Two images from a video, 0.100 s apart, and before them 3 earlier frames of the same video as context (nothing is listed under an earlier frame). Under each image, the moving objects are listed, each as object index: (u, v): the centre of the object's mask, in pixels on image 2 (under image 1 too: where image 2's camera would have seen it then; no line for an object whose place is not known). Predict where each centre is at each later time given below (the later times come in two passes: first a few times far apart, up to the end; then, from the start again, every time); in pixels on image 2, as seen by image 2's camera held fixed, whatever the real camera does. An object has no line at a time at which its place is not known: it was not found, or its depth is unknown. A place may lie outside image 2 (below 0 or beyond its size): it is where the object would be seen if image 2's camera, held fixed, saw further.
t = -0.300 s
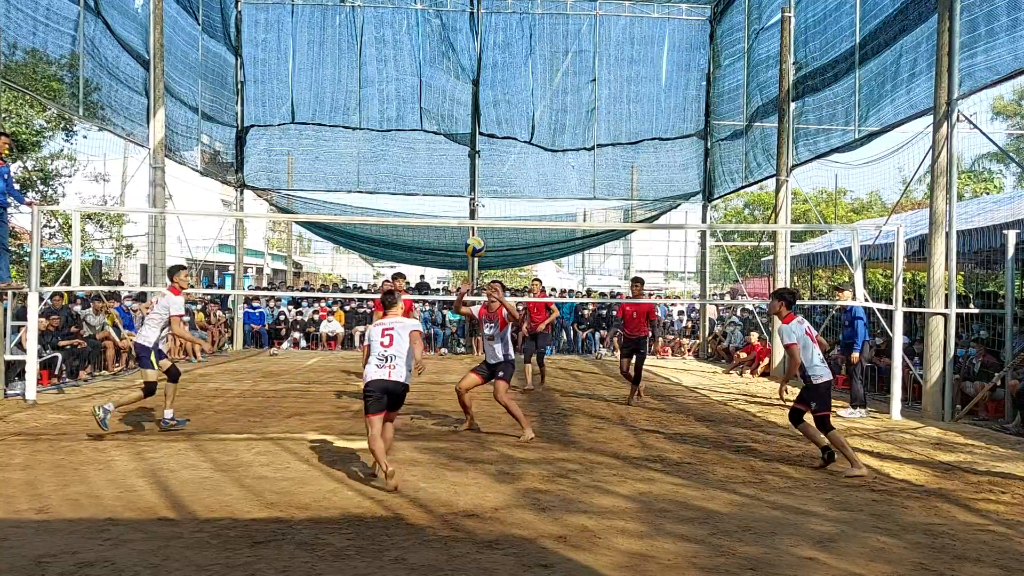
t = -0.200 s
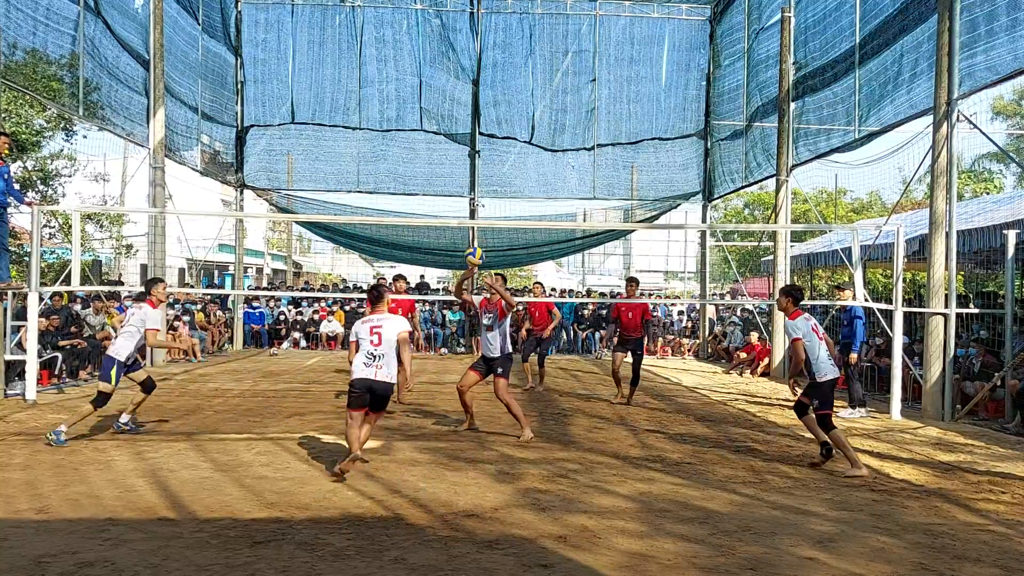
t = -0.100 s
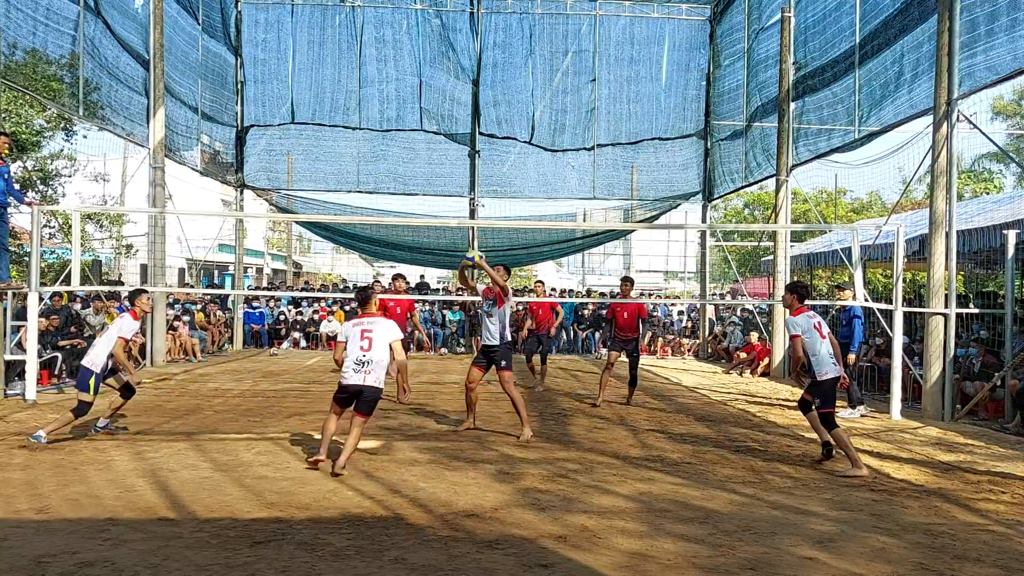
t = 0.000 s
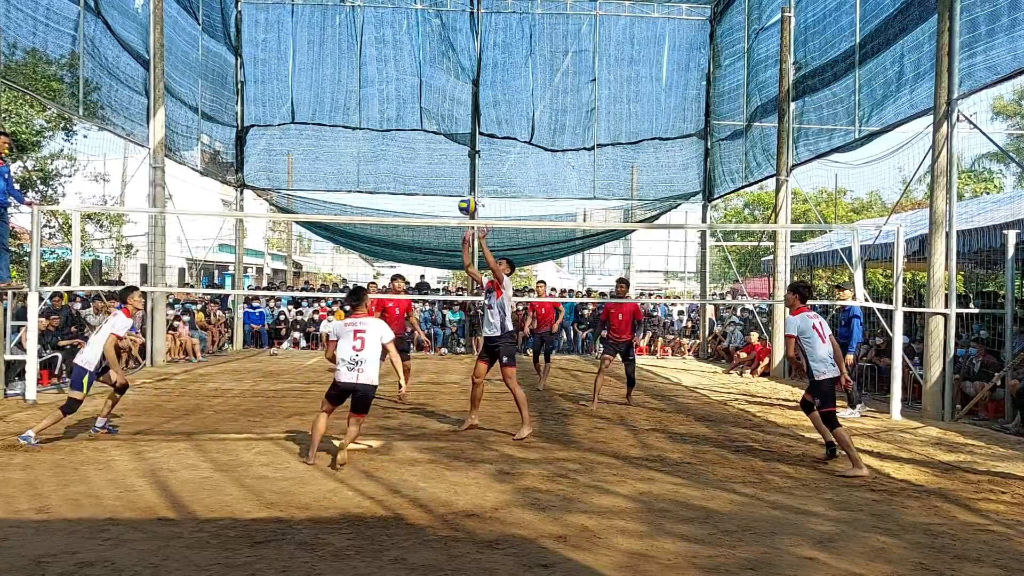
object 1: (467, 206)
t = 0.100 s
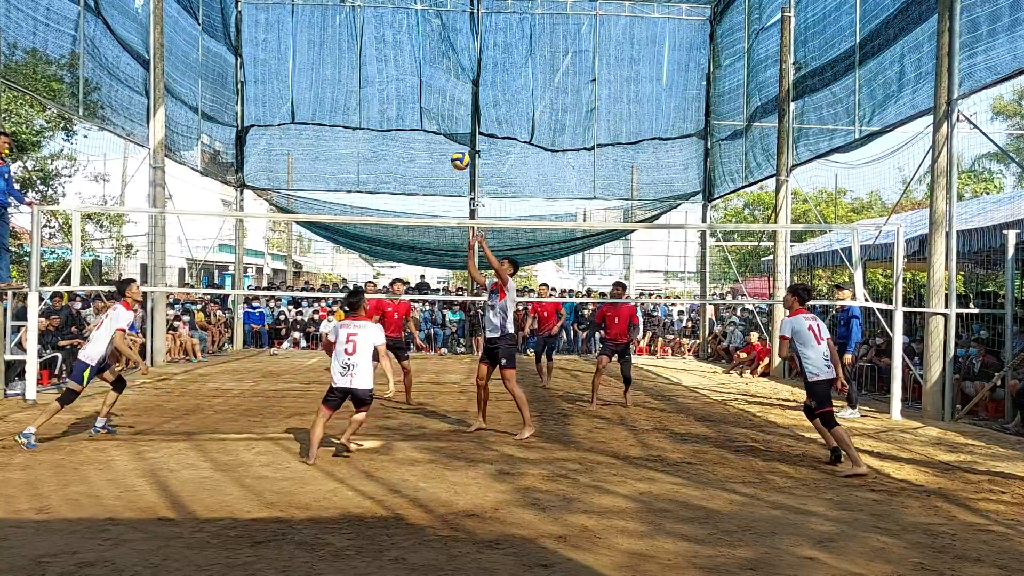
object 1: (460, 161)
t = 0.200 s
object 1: (453, 125)
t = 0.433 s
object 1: (437, 80)
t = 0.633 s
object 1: (423, 80)
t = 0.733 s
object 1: (417, 93)
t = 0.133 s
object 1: (458, 148)
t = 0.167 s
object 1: (455, 136)
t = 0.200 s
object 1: (453, 125)
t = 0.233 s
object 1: (451, 116)
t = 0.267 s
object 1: (449, 107)
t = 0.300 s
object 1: (446, 100)
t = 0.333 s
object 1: (444, 93)
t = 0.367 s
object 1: (442, 88)
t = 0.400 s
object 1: (439, 83)
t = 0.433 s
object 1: (437, 80)
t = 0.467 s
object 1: (435, 77)
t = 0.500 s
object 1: (433, 76)
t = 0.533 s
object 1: (430, 75)
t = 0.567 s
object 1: (428, 76)
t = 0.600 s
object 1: (426, 77)
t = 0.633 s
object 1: (423, 80)
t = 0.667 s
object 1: (421, 83)
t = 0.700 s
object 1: (419, 87)
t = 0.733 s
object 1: (417, 93)
